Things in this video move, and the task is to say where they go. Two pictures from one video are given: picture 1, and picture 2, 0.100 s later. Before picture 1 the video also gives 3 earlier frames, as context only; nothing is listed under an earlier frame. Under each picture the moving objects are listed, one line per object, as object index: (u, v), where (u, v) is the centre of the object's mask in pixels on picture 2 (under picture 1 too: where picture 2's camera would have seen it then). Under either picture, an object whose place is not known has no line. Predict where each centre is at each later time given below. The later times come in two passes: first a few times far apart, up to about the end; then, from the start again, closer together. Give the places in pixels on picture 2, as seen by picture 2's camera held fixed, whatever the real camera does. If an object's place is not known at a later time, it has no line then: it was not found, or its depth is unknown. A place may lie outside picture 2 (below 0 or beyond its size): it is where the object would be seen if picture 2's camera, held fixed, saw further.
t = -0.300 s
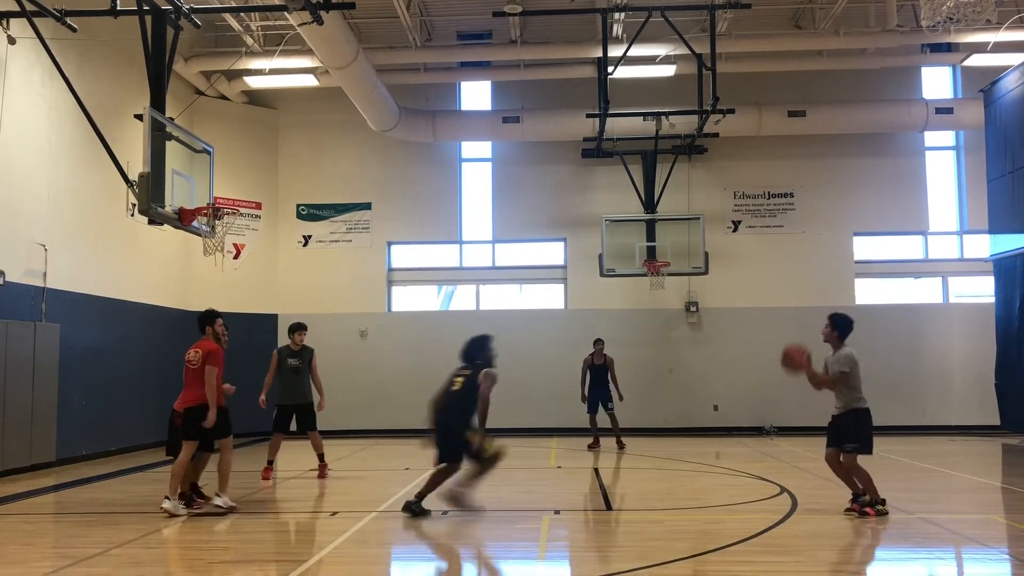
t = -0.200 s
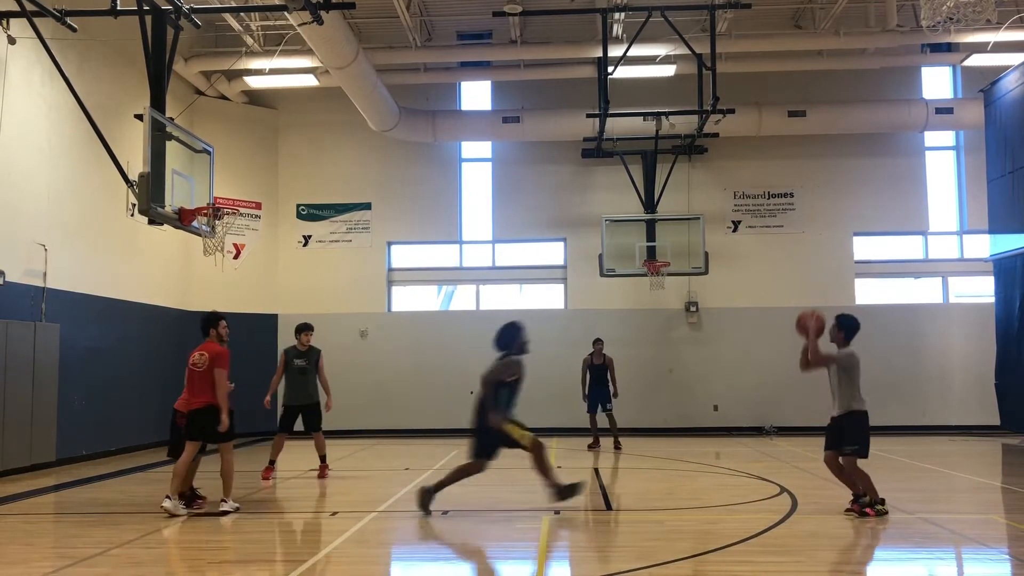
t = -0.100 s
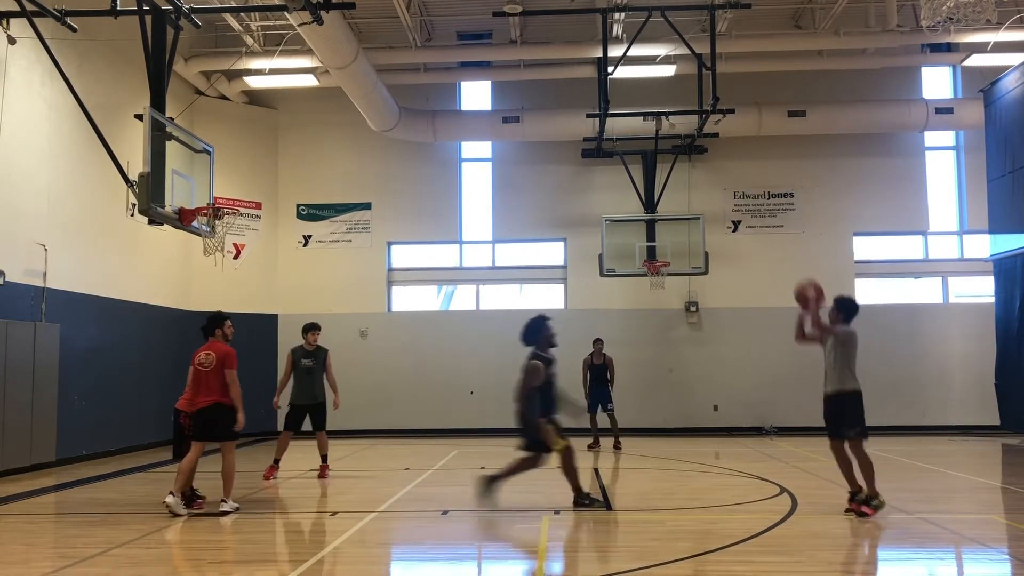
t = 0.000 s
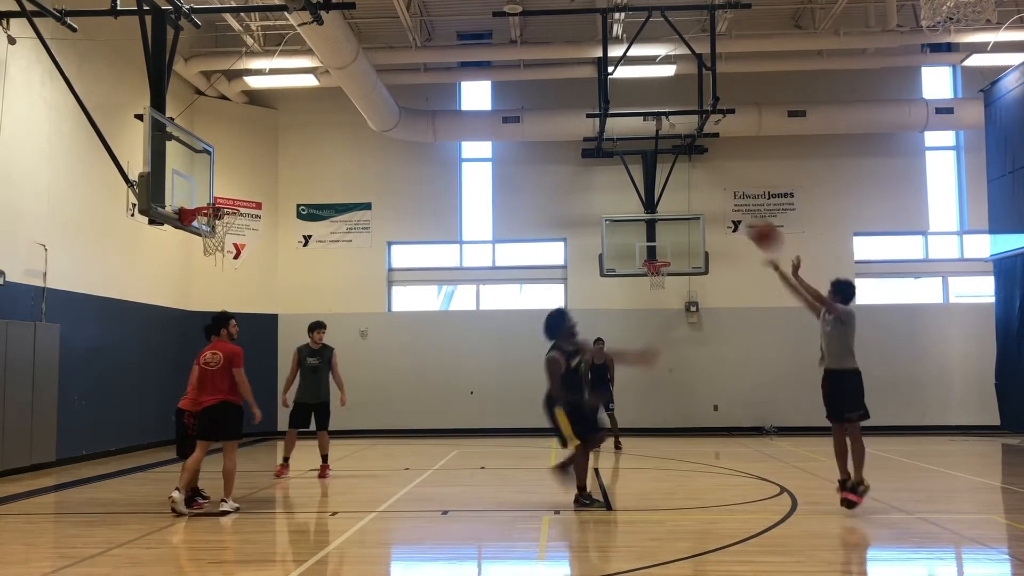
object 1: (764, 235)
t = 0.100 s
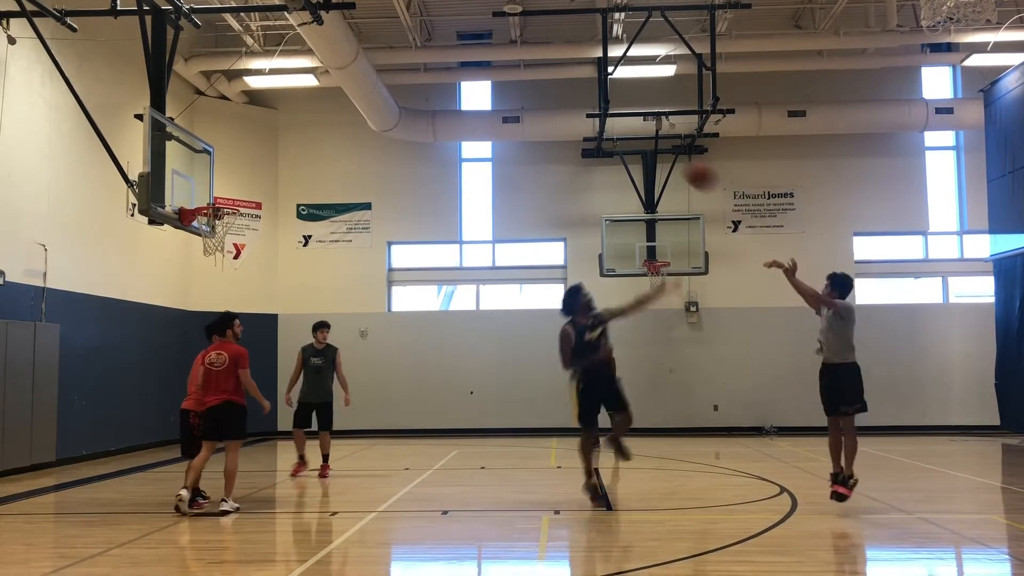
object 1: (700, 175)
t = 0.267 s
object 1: (602, 107)
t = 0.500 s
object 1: (477, 68)
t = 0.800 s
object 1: (337, 95)
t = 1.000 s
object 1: (251, 157)
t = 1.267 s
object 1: (143, 287)
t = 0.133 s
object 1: (679, 158)
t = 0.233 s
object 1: (621, 118)
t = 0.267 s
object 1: (602, 107)
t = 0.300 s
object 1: (583, 98)
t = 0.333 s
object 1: (565, 91)
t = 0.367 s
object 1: (546, 85)
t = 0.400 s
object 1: (530, 80)
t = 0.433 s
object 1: (513, 74)
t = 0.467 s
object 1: (494, 70)
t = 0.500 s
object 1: (477, 68)
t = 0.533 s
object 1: (461, 67)
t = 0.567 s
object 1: (444, 68)
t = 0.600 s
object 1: (429, 68)
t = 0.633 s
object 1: (413, 70)
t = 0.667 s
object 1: (397, 73)
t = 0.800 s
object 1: (337, 95)
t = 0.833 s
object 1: (321, 104)
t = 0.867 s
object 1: (307, 113)
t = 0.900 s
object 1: (292, 123)
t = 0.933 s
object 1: (278, 133)
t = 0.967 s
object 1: (264, 145)
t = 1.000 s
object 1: (251, 157)
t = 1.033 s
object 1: (237, 171)
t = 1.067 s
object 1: (224, 183)
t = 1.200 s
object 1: (169, 251)
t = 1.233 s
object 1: (156, 269)
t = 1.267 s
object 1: (143, 287)
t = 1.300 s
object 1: (131, 308)
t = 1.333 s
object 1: (118, 328)
